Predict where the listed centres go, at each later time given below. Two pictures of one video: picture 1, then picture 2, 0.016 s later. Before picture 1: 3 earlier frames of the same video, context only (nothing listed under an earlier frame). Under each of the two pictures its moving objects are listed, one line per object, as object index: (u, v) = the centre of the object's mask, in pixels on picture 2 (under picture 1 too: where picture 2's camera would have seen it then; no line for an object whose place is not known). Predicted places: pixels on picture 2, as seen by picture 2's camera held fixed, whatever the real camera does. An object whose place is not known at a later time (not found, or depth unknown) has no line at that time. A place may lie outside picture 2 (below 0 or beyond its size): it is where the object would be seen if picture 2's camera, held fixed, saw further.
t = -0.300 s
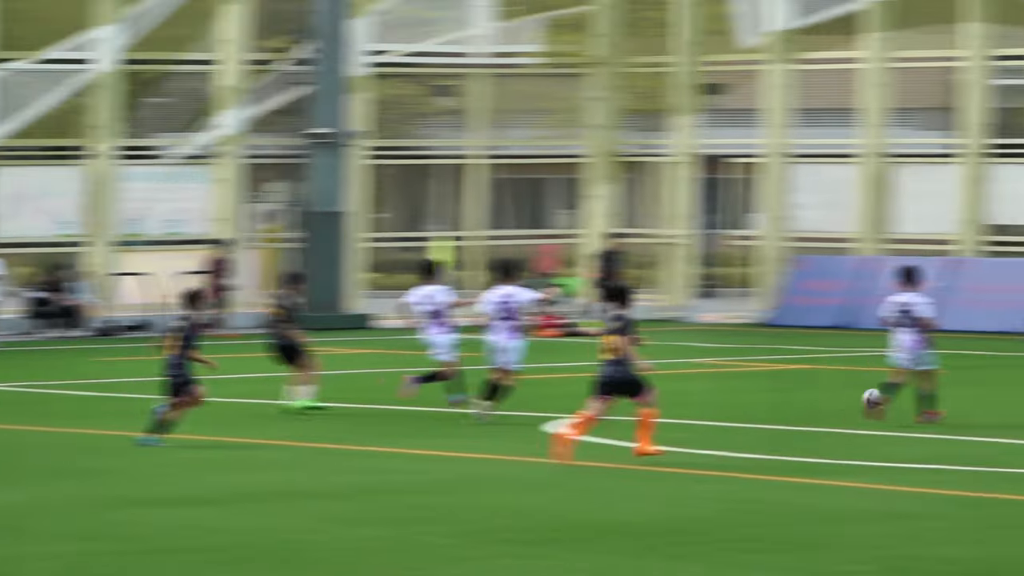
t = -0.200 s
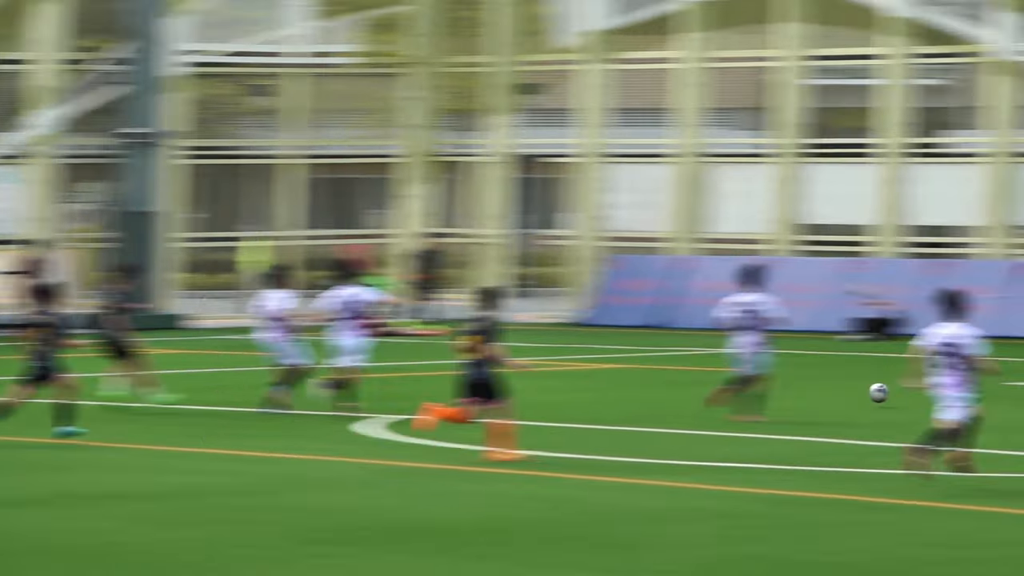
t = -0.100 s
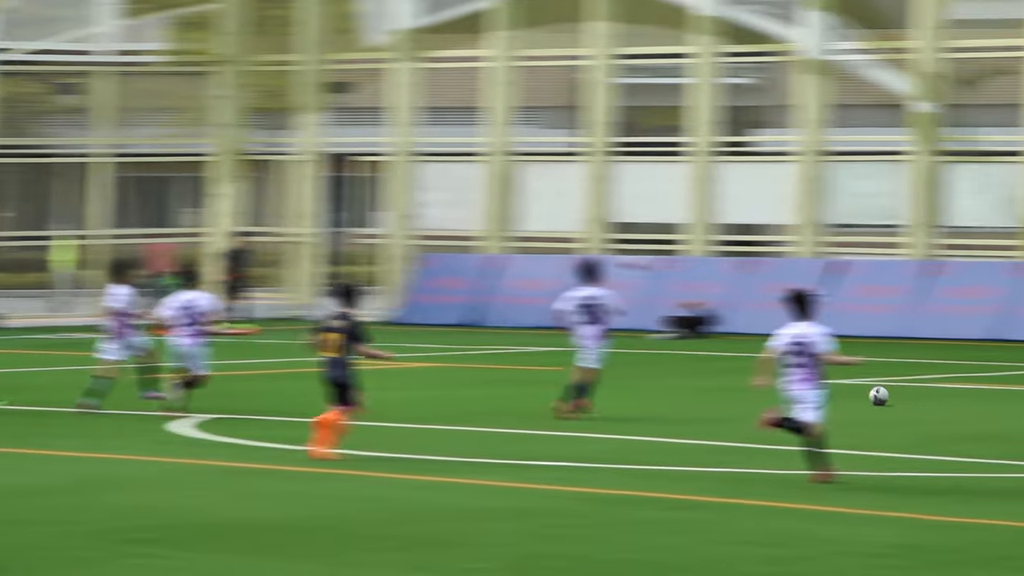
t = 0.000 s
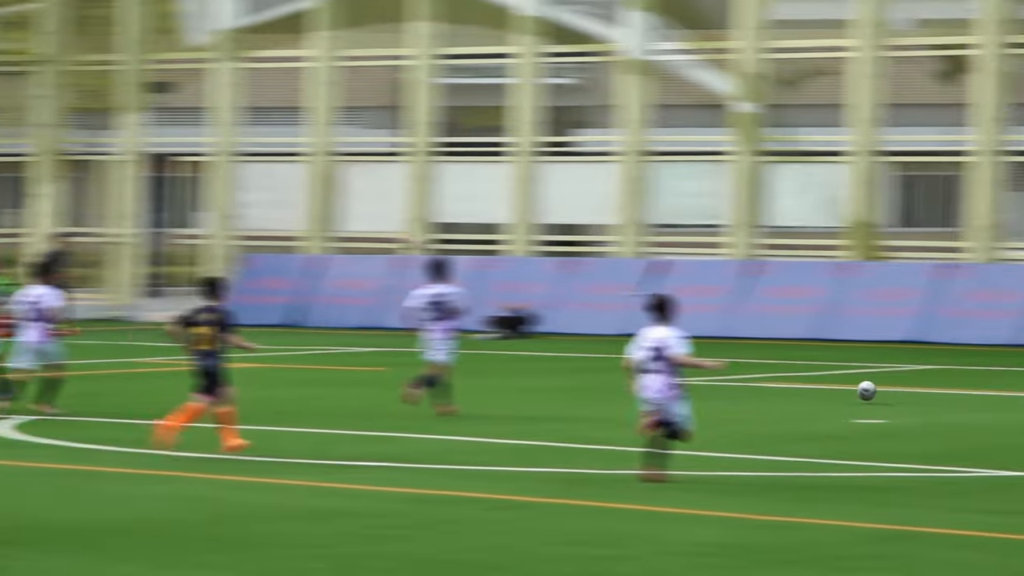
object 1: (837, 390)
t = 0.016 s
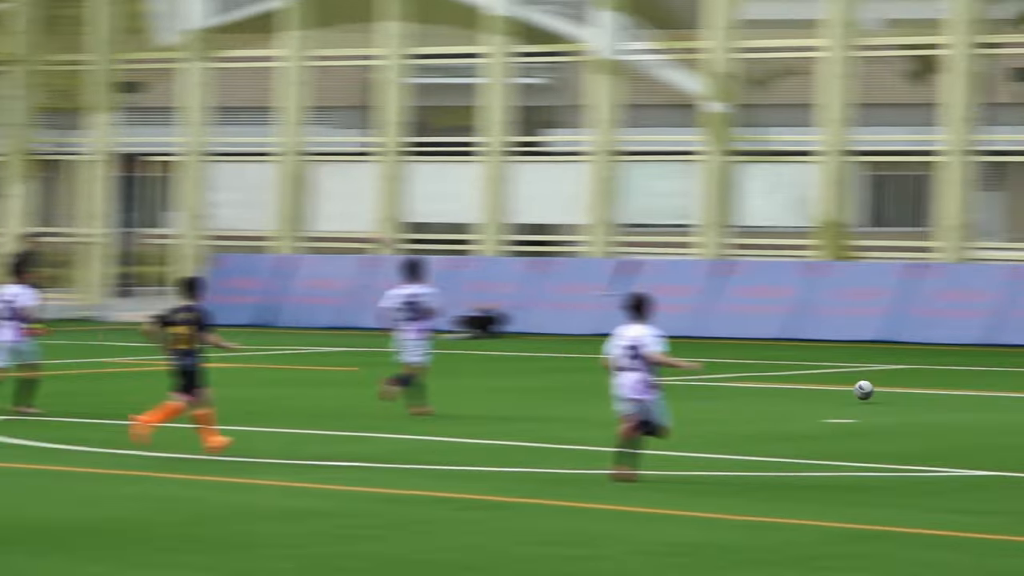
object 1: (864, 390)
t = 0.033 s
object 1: (890, 391)
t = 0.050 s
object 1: (917, 391)
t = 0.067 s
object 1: (943, 393)
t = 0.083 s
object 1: (969, 395)
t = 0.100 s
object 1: (997, 397)
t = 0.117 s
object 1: (1023, 398)
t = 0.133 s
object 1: (1047, 398)
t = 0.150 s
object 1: (1070, 396)
